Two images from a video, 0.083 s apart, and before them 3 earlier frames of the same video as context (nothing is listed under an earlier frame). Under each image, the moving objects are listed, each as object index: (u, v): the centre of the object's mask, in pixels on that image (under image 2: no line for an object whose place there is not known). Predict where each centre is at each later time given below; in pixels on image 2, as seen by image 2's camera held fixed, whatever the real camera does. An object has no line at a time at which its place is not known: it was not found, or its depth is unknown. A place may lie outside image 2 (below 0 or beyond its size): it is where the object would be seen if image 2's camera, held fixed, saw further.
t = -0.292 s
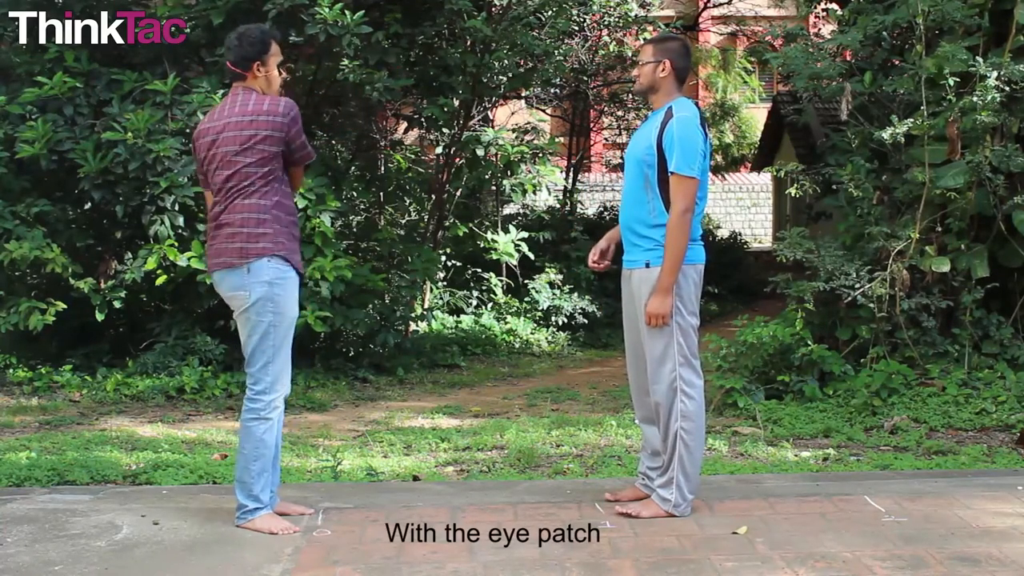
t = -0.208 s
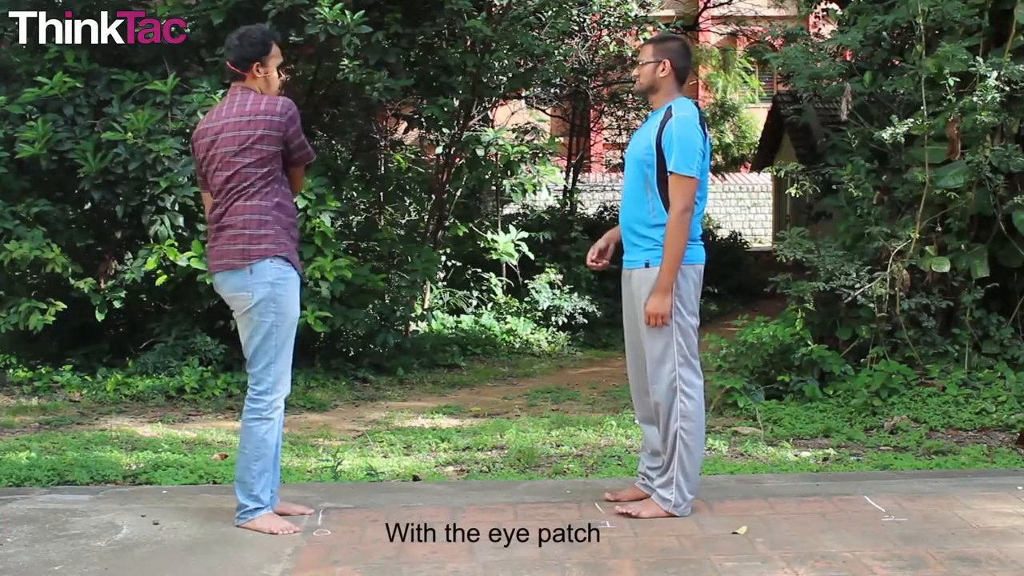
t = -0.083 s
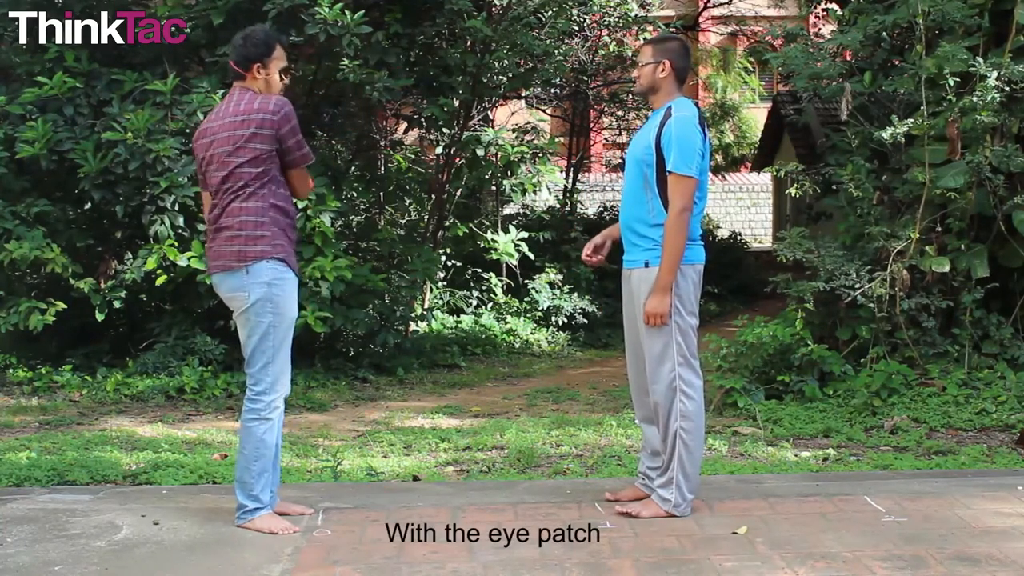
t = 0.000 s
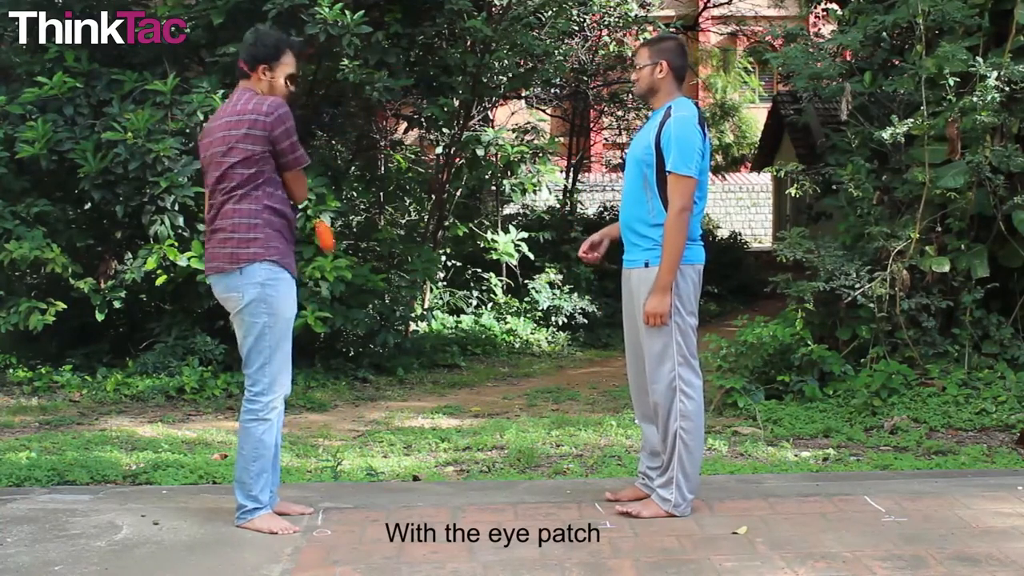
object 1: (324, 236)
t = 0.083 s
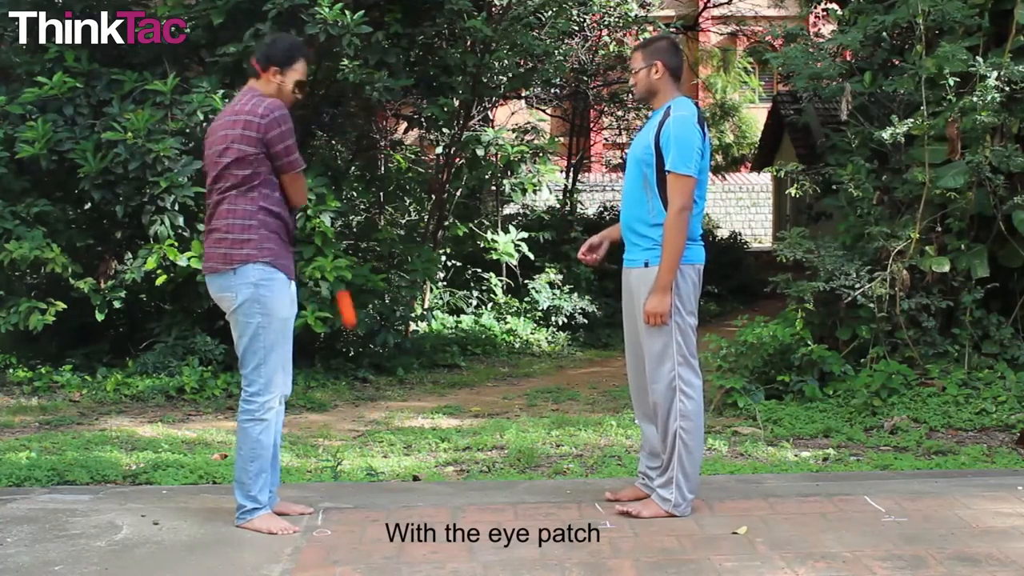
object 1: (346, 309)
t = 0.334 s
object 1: (394, 441)
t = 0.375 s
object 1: (398, 429)
